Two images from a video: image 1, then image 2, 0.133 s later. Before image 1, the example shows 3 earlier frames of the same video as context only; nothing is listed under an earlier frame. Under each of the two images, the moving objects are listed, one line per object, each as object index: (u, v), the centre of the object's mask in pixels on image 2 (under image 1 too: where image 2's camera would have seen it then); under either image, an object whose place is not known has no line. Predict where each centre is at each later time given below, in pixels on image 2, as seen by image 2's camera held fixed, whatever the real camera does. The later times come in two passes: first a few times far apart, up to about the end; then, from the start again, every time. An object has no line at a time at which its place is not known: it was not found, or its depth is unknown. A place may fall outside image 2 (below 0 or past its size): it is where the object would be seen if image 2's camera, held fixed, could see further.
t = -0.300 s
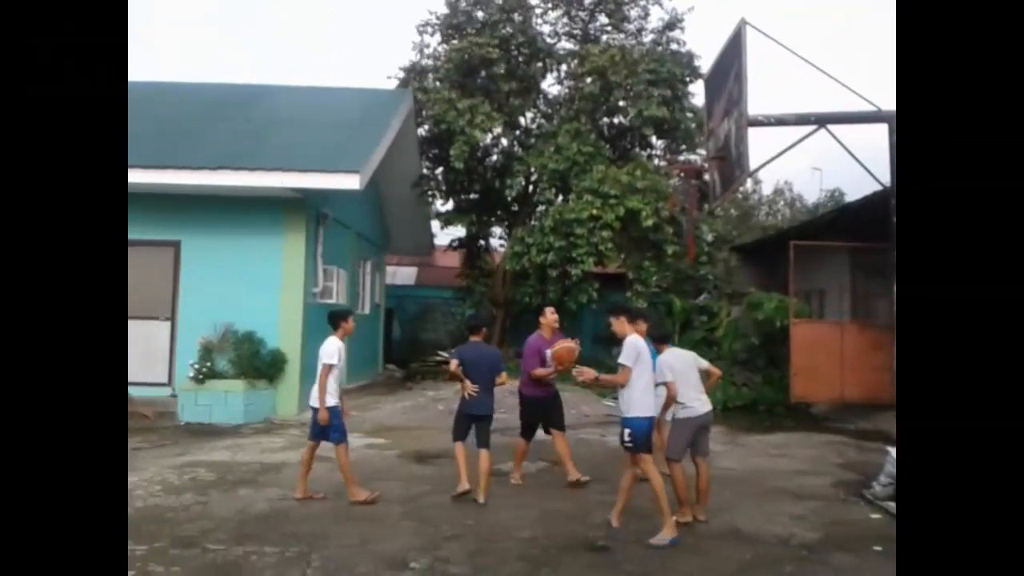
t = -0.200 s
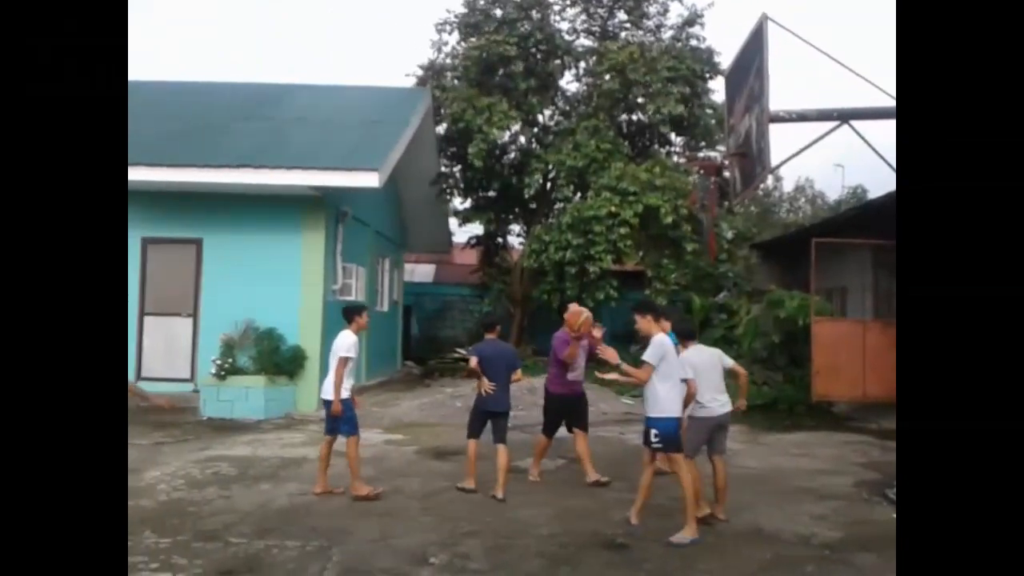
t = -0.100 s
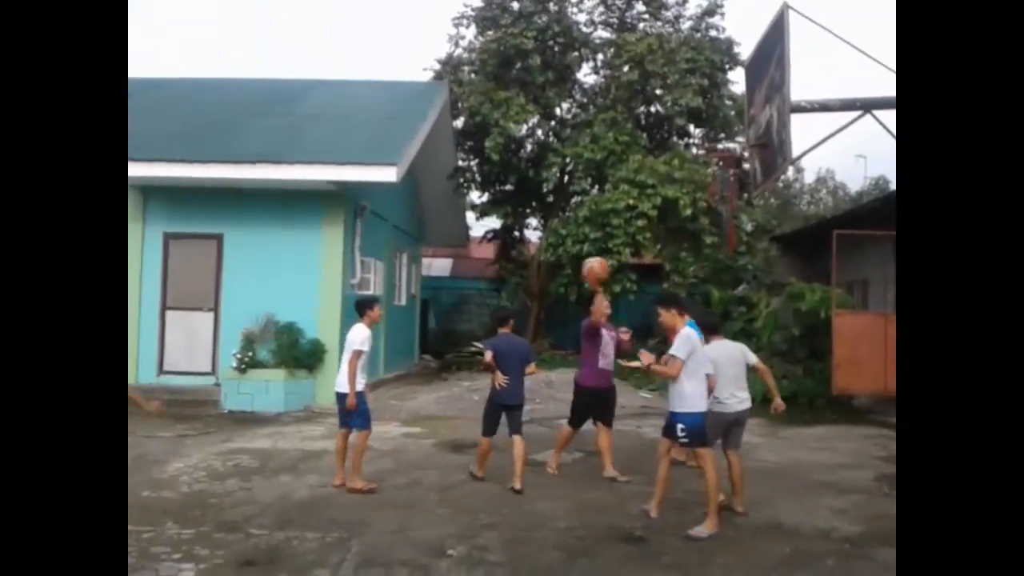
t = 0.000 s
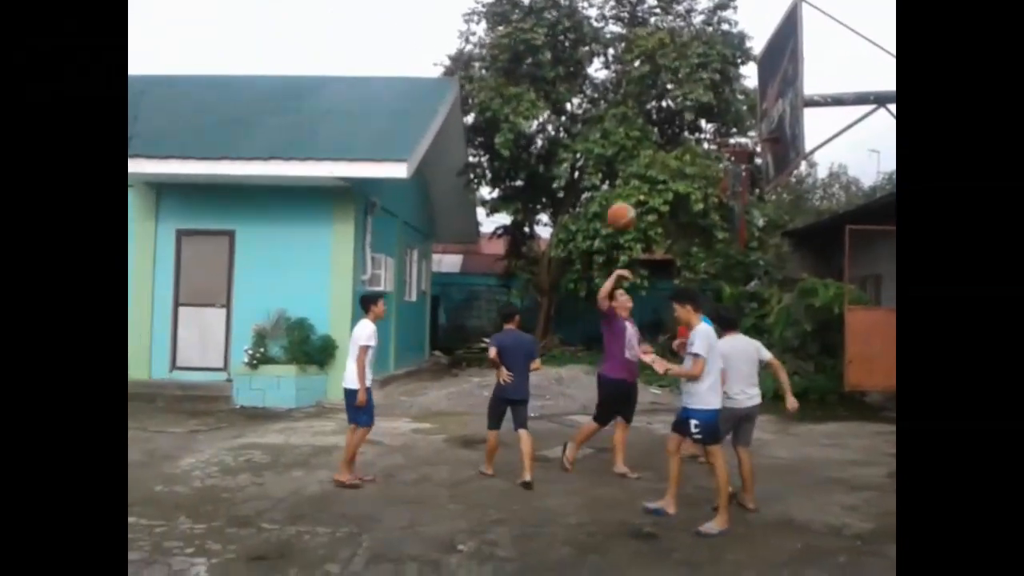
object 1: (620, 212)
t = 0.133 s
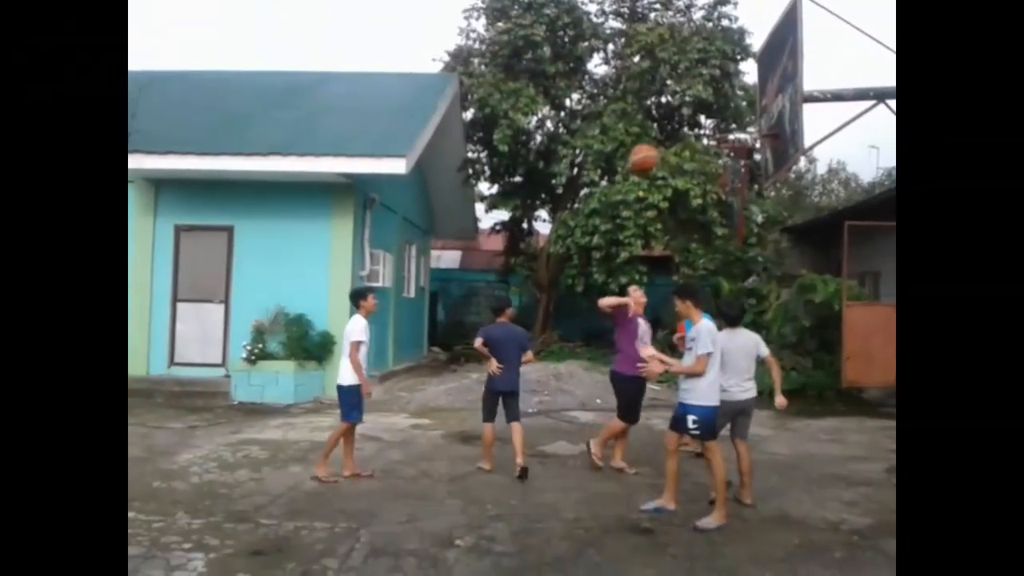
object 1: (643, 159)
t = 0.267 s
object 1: (668, 124)
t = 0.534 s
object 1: (711, 114)
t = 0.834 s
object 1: (746, 133)
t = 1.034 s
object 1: (719, 157)
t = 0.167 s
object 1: (650, 148)
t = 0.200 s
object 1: (655, 139)
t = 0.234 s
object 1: (661, 131)
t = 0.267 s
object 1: (668, 124)
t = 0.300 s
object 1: (672, 120)
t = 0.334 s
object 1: (678, 115)
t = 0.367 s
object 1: (683, 112)
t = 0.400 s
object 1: (690, 110)
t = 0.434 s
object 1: (694, 109)
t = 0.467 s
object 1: (699, 110)
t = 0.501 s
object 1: (705, 112)
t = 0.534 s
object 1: (711, 114)
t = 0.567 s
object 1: (717, 120)
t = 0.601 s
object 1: (722, 125)
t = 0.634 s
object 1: (726, 124)
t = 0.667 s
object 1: (729, 124)
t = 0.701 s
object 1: (733, 123)
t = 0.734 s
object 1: (736, 125)
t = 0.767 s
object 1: (742, 127)
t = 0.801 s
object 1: (744, 131)
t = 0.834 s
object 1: (746, 133)
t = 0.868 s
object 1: (744, 136)
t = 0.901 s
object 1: (740, 140)
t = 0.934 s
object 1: (736, 143)
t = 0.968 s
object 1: (733, 147)
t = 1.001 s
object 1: (725, 151)
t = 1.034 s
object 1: (719, 157)
